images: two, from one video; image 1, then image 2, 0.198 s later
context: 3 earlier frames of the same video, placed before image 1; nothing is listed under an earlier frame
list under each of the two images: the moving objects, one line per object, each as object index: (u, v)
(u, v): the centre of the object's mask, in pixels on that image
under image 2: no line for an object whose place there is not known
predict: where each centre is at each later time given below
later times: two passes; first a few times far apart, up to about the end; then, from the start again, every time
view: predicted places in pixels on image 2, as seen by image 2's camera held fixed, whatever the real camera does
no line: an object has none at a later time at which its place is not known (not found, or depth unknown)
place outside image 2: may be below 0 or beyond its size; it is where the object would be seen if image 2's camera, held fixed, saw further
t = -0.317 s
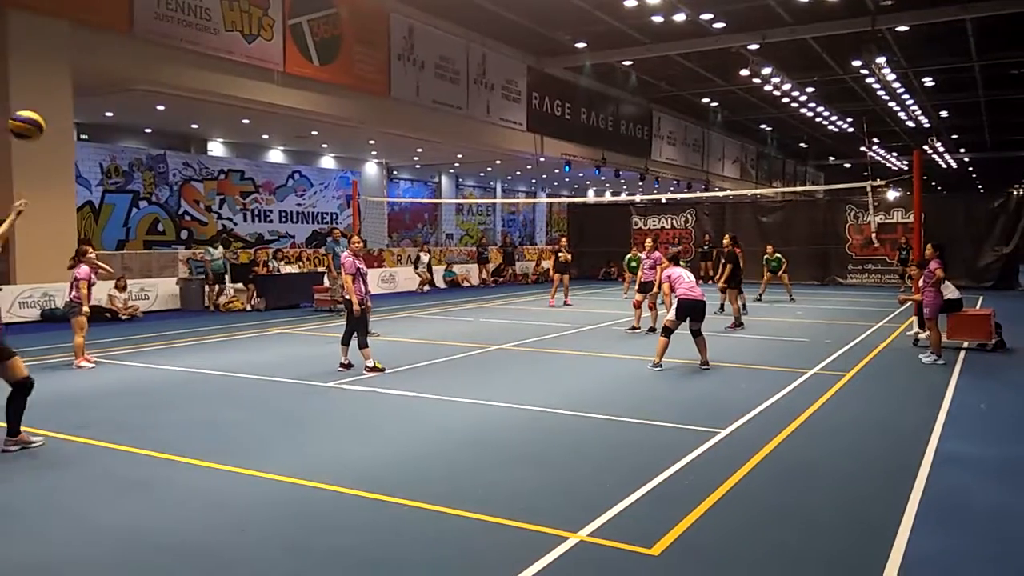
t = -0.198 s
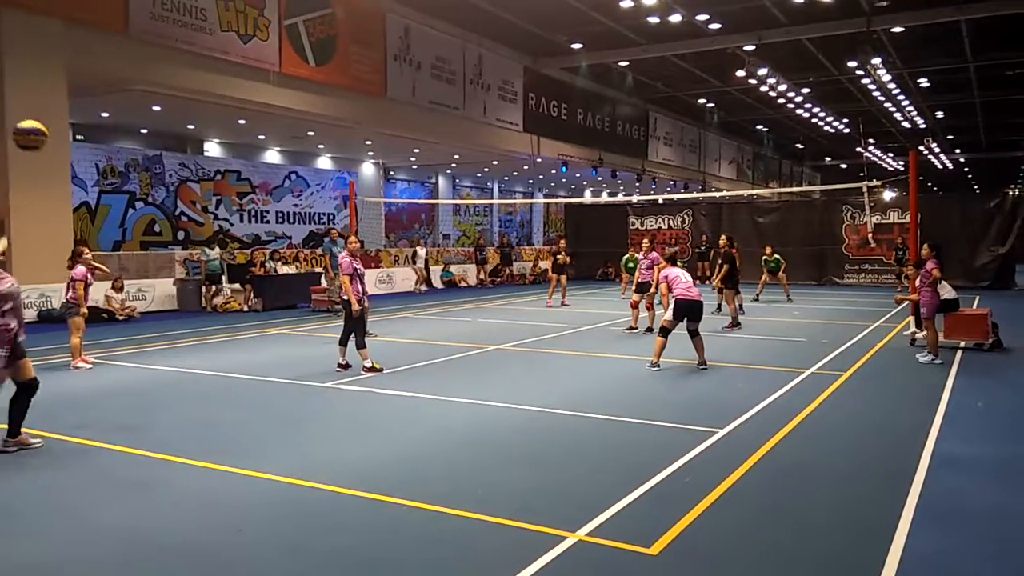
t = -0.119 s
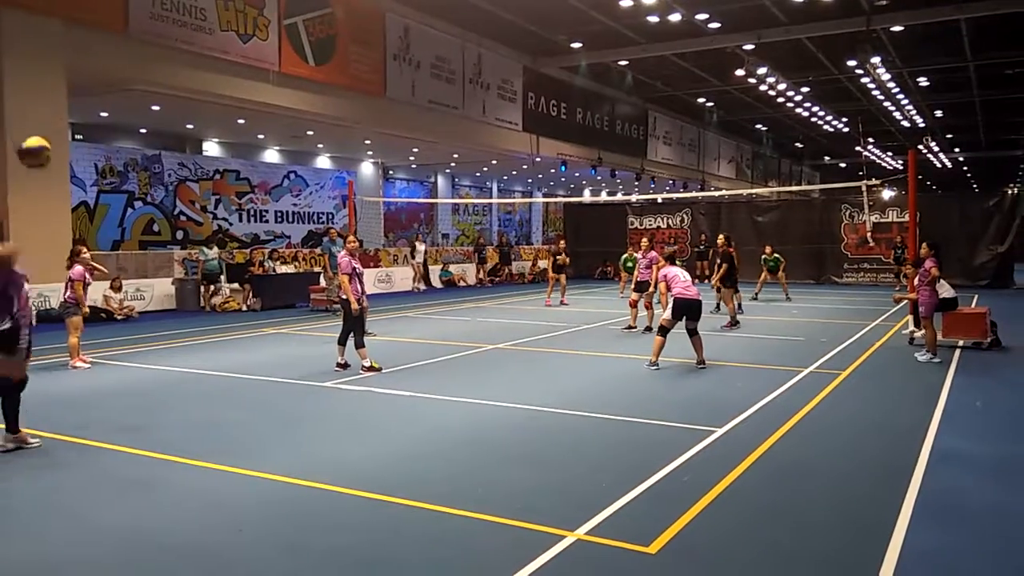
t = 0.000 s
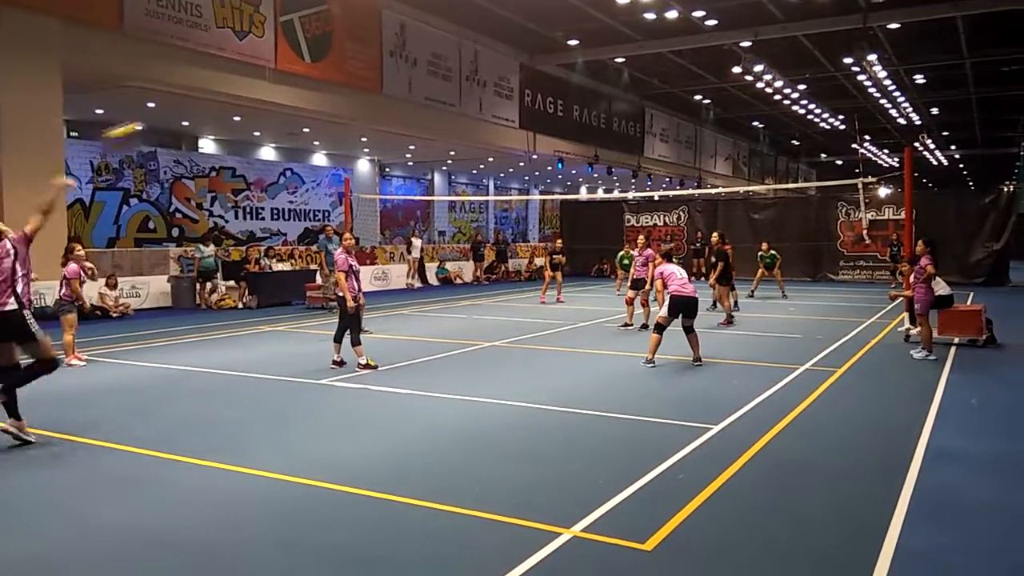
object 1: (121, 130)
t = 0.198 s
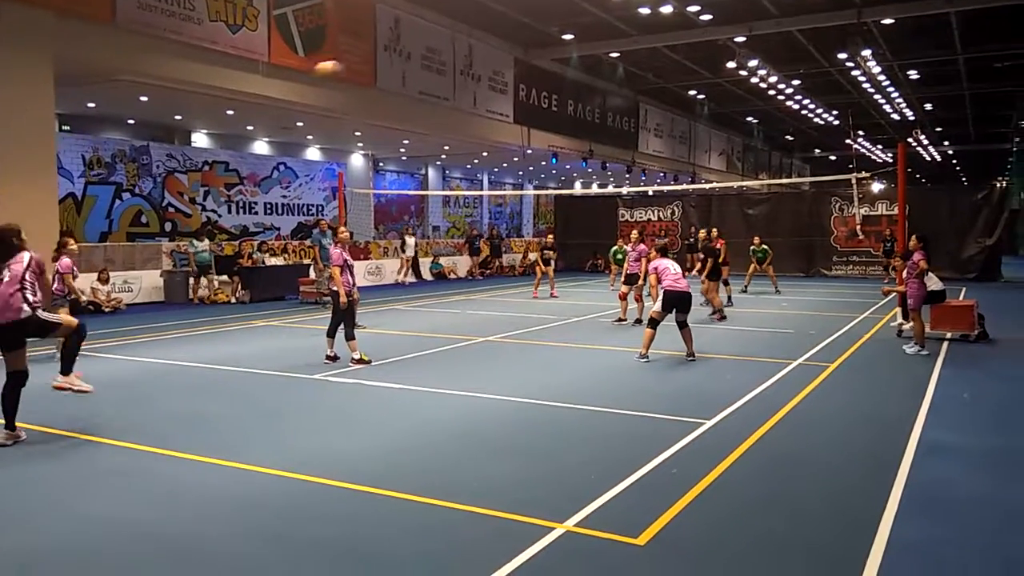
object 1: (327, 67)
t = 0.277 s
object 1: (380, 62)
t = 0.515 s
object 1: (496, 77)
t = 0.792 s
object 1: (572, 131)
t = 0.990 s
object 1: (609, 179)
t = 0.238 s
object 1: (357, 64)
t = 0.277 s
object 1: (380, 62)
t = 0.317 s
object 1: (405, 60)
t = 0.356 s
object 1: (426, 61)
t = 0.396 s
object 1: (448, 64)
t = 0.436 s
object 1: (465, 67)
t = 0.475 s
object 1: (480, 72)
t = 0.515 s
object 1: (496, 77)
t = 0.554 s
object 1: (510, 84)
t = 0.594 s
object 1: (522, 90)
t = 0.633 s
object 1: (533, 98)
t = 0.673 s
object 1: (544, 108)
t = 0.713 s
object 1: (553, 115)
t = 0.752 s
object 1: (563, 123)
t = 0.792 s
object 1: (572, 131)
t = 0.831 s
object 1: (581, 140)
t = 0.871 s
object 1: (588, 150)
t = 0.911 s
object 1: (594, 159)
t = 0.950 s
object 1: (603, 169)
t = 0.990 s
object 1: (609, 179)
